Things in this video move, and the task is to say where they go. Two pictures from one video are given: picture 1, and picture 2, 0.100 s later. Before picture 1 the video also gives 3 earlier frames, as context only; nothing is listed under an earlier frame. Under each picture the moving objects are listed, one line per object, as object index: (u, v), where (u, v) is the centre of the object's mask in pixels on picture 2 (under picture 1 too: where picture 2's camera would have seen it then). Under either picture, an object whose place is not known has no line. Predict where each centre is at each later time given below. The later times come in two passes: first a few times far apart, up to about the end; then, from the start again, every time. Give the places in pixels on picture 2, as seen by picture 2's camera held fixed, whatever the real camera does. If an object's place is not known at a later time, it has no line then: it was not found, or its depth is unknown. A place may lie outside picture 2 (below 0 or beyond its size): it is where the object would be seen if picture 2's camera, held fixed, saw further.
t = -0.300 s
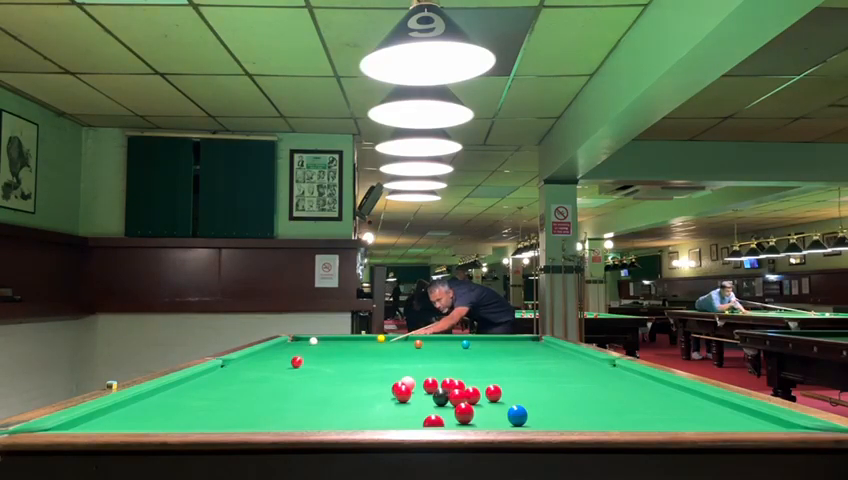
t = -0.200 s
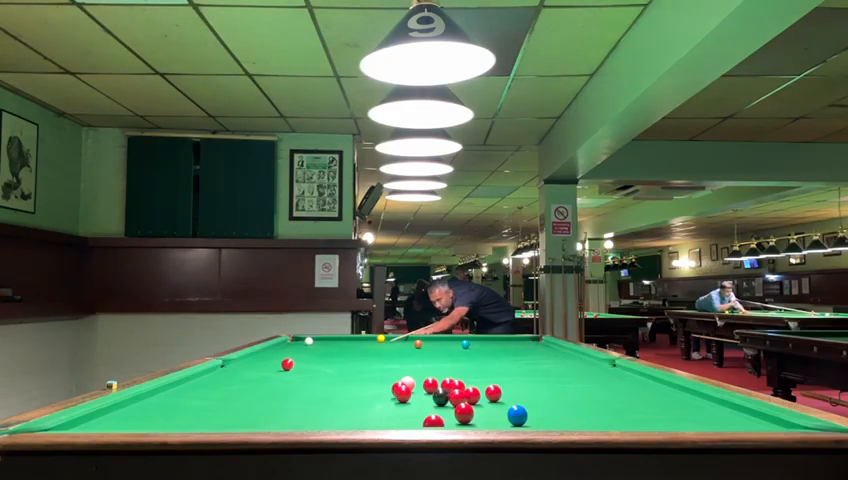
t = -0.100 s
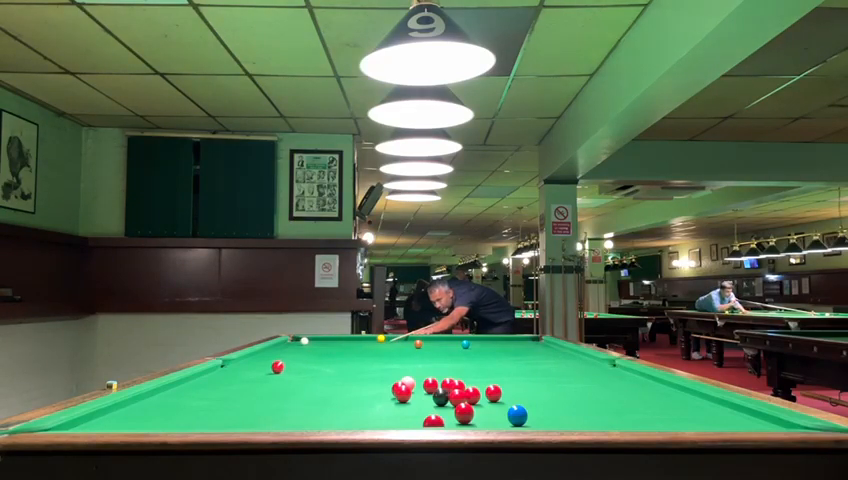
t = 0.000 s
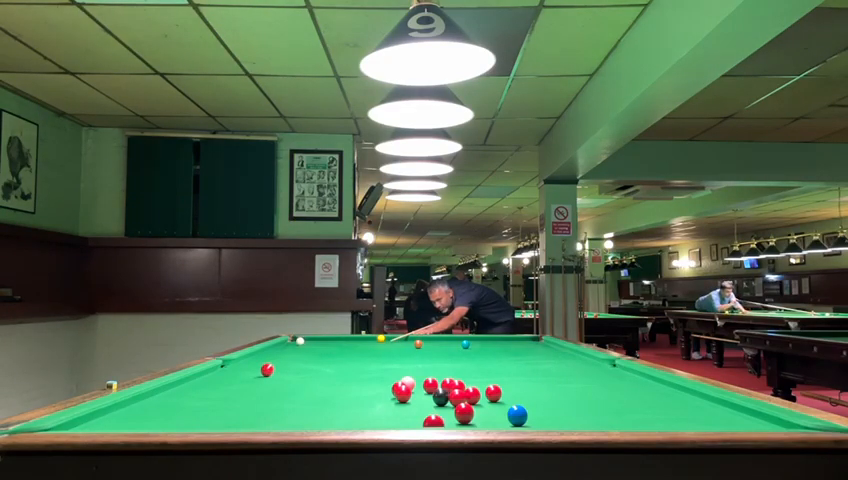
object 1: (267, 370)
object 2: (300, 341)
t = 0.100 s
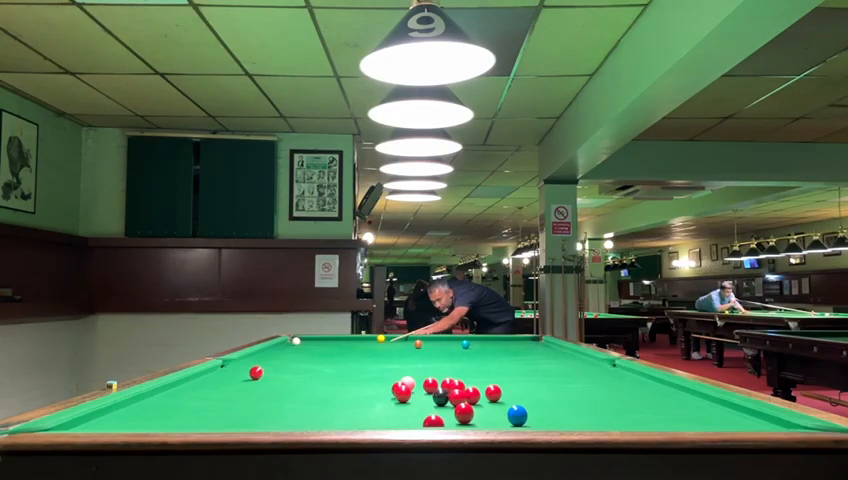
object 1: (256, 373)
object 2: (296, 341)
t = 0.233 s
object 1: (240, 377)
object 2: (291, 341)
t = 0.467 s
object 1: (208, 386)
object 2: (286, 341)
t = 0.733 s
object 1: (164, 397)
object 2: (292, 341)
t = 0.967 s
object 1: (118, 409)
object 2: (296, 341)
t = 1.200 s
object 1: (82, 421)
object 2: (300, 341)
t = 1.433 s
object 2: (302, 341)
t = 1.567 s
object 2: (304, 341)
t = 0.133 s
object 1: (252, 374)
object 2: (295, 341)
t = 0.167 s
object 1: (248, 375)
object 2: (293, 341)
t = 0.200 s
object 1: (244, 376)
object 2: (292, 341)
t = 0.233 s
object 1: (240, 377)
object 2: (291, 341)
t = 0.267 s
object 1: (236, 378)
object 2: (290, 341)
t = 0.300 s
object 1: (232, 379)
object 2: (288, 341)
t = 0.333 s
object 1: (227, 380)
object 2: (287, 341)
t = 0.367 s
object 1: (222, 382)
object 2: (286, 341)
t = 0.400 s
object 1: (218, 383)
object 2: (285, 341)
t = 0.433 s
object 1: (213, 384)
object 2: (285, 341)
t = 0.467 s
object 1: (208, 386)
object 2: (286, 341)
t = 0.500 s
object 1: (203, 387)
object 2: (287, 341)
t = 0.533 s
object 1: (198, 388)
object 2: (288, 341)
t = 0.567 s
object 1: (193, 390)
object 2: (288, 341)
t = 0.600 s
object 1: (187, 391)
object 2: (289, 341)
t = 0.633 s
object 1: (182, 393)
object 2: (290, 341)
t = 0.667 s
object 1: (176, 394)
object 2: (291, 341)
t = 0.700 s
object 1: (170, 396)
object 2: (291, 341)
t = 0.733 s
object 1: (164, 397)
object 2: (292, 341)
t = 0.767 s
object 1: (158, 399)
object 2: (293, 341)
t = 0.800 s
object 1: (152, 401)
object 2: (293, 341)
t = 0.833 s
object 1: (146, 402)
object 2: (294, 341)
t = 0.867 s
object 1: (139, 404)
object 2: (295, 341)
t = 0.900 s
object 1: (133, 405)
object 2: (295, 341)
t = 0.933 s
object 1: (125, 407)
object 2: (296, 341)
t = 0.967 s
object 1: (118, 409)
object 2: (296, 341)
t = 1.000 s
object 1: (111, 411)
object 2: (297, 341)
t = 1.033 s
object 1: (103, 413)
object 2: (297, 341)
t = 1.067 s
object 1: (95, 415)
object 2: (298, 341)
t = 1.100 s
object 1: (92, 417)
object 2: (298, 341)
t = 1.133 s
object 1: (89, 418)
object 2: (299, 341)
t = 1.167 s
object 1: (85, 420)
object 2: (299, 341)
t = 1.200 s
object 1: (82, 421)
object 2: (300, 341)
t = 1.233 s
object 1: (78, 422)
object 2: (300, 341)
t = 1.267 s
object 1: (75, 423)
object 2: (301, 341)
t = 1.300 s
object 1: (72, 424)
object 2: (301, 341)
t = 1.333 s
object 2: (301, 341)
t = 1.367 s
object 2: (302, 341)
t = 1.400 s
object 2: (302, 341)
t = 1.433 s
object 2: (302, 341)
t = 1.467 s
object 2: (303, 341)
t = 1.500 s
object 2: (303, 341)
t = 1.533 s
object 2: (303, 341)
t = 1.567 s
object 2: (304, 341)
